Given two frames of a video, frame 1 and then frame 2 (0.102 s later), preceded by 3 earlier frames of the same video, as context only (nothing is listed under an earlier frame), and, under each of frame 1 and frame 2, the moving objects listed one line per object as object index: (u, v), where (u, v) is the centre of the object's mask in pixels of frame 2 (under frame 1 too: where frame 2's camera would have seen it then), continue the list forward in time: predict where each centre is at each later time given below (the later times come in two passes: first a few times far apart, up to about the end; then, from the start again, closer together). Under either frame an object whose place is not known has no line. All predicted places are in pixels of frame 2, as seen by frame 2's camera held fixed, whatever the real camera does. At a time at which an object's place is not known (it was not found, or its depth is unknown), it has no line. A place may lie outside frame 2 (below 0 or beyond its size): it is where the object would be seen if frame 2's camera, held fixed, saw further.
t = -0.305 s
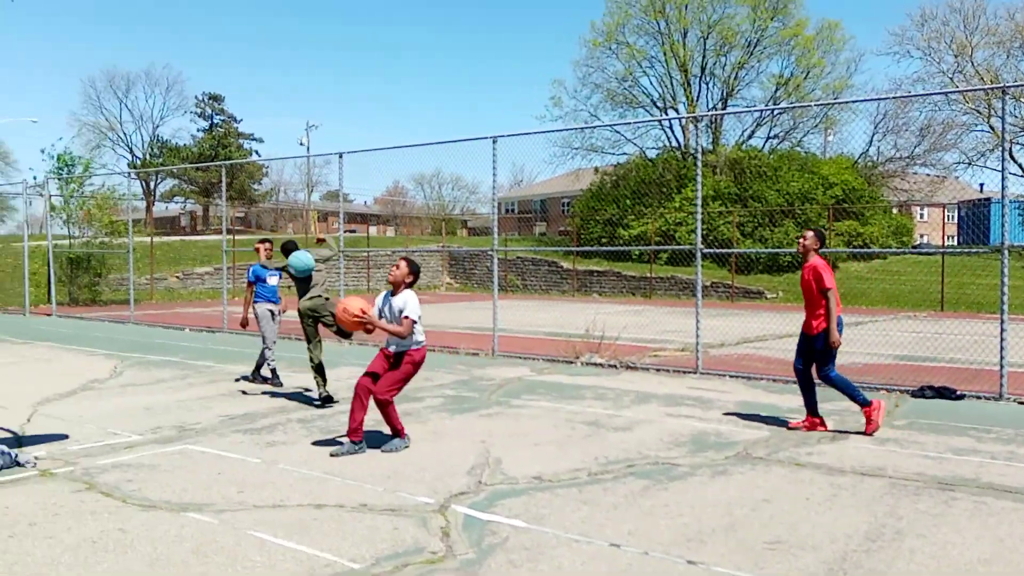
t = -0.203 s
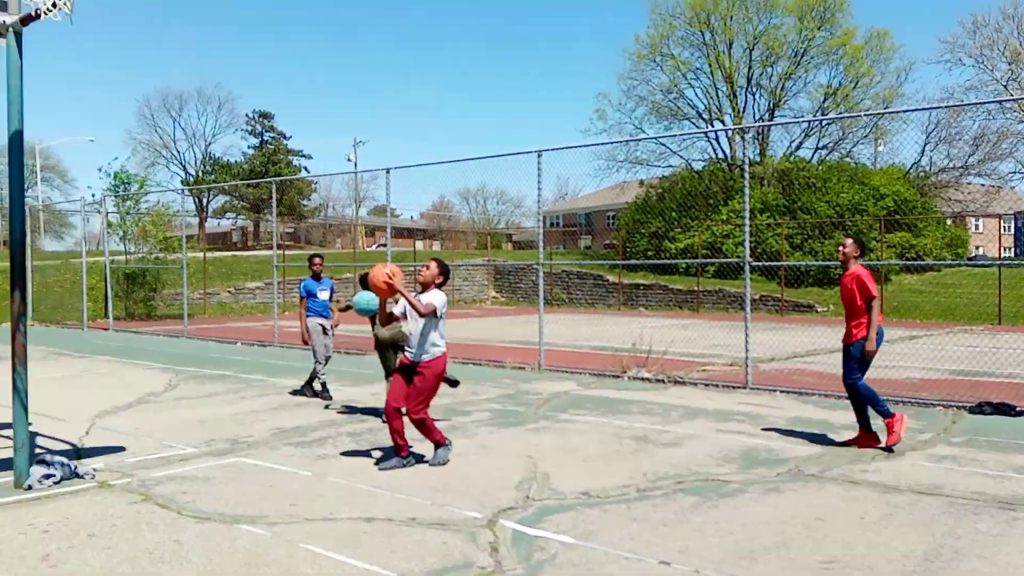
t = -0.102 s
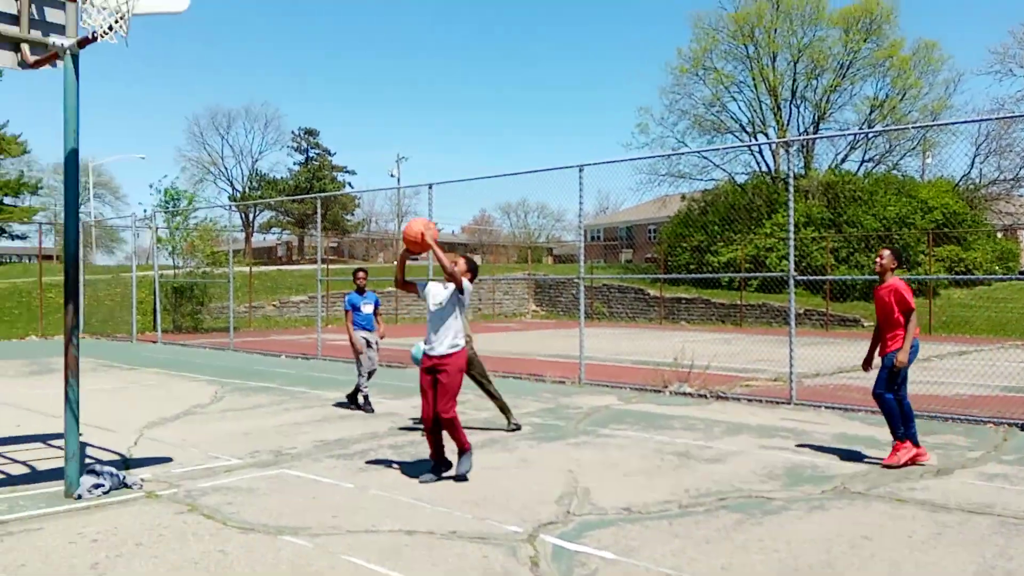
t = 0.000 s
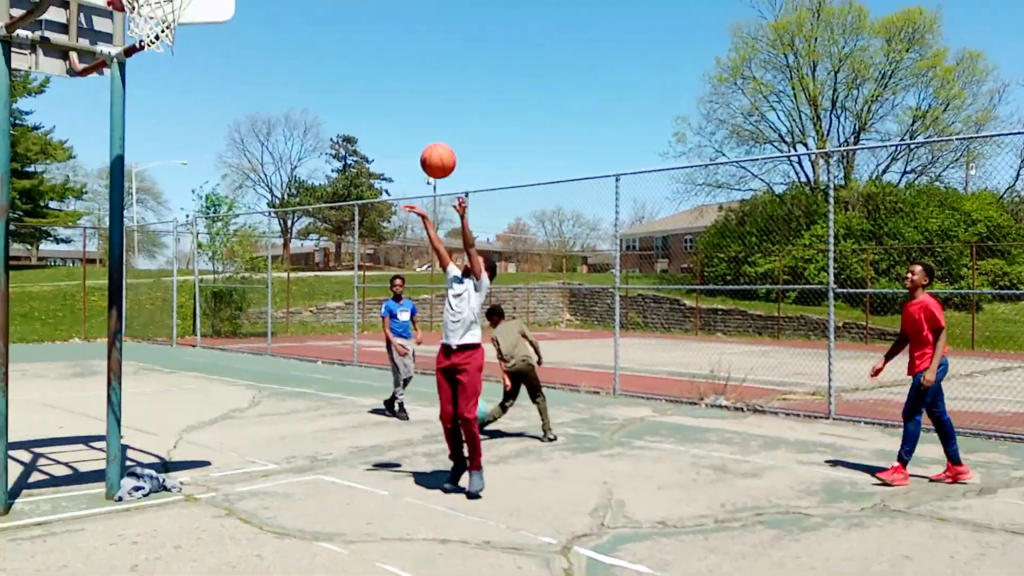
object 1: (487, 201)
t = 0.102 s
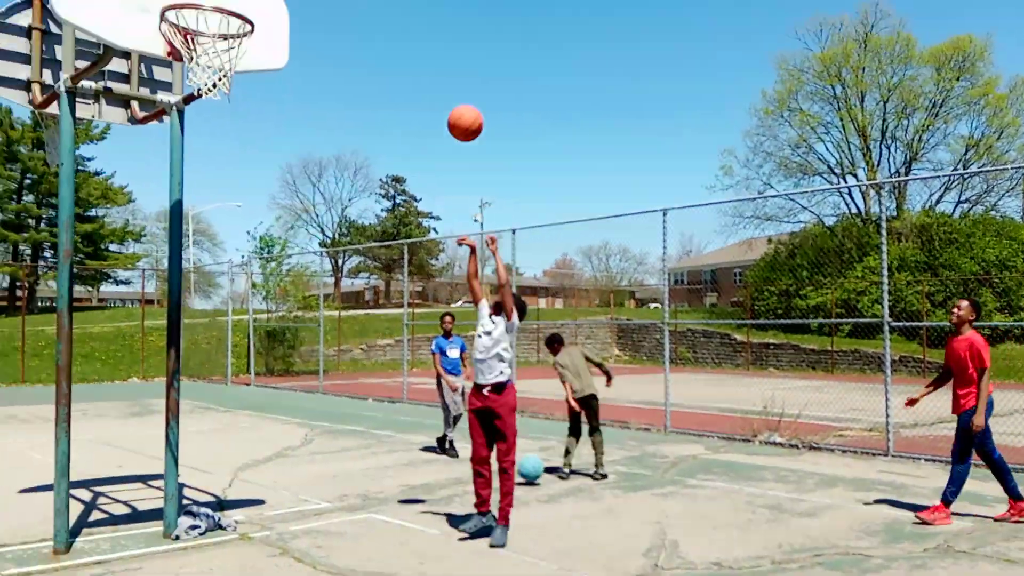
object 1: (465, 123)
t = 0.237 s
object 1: (438, 42)
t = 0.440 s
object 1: (394, -34)
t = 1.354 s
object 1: (503, 291)
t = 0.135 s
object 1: (459, 101)
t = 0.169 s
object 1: (452, 80)
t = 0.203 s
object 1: (445, 60)
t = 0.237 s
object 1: (438, 42)
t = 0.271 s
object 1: (430, 25)
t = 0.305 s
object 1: (423, 9)
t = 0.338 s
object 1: (415, -5)
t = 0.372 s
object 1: (407, -17)
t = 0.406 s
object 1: (400, -26)
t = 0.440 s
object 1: (394, -34)
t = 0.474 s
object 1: (385, -42)
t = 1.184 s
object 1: (419, 153)
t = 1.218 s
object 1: (436, 177)
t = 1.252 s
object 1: (454, 204)
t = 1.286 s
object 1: (470, 231)
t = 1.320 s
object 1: (487, 261)
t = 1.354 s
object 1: (503, 291)
